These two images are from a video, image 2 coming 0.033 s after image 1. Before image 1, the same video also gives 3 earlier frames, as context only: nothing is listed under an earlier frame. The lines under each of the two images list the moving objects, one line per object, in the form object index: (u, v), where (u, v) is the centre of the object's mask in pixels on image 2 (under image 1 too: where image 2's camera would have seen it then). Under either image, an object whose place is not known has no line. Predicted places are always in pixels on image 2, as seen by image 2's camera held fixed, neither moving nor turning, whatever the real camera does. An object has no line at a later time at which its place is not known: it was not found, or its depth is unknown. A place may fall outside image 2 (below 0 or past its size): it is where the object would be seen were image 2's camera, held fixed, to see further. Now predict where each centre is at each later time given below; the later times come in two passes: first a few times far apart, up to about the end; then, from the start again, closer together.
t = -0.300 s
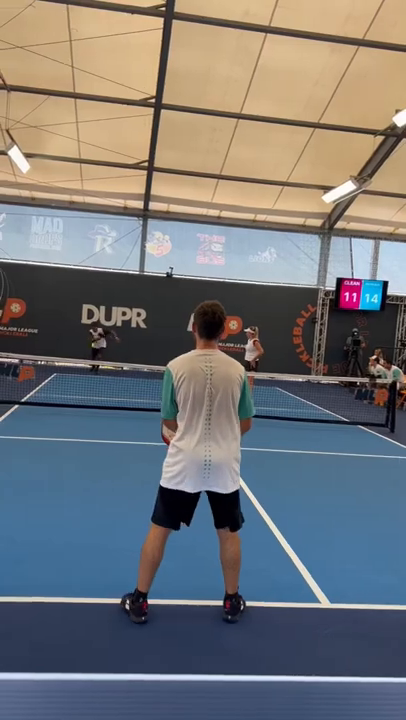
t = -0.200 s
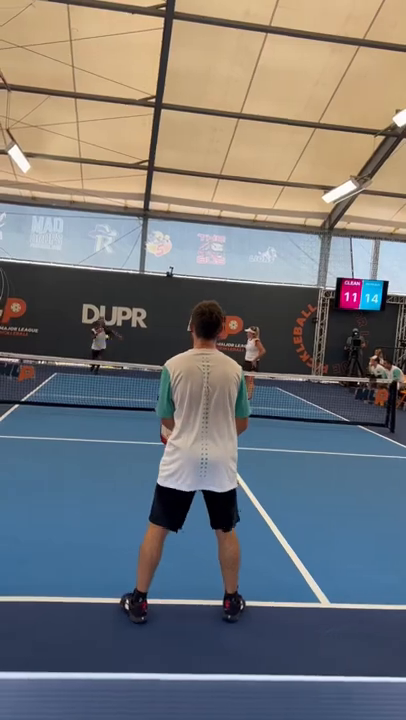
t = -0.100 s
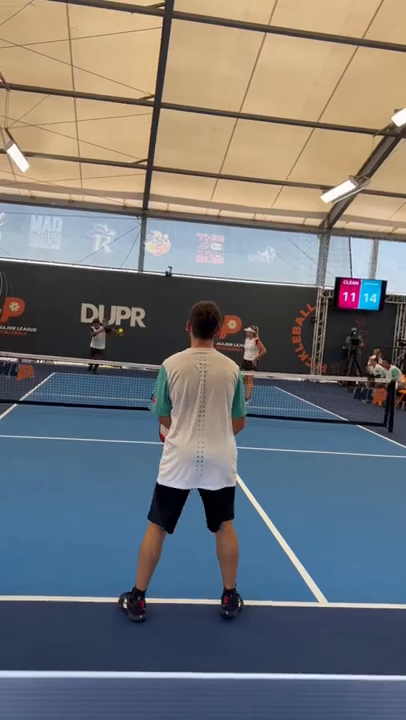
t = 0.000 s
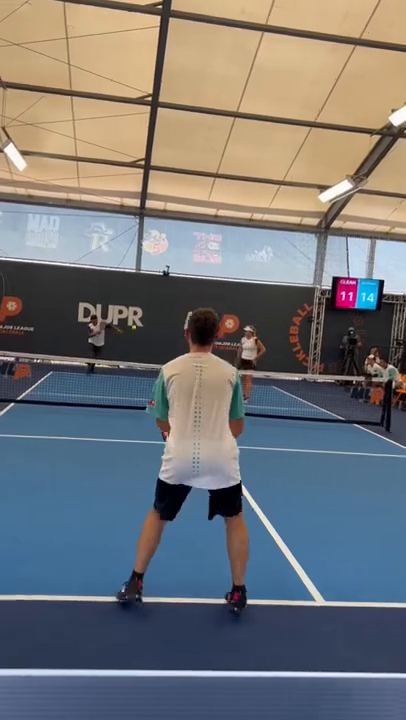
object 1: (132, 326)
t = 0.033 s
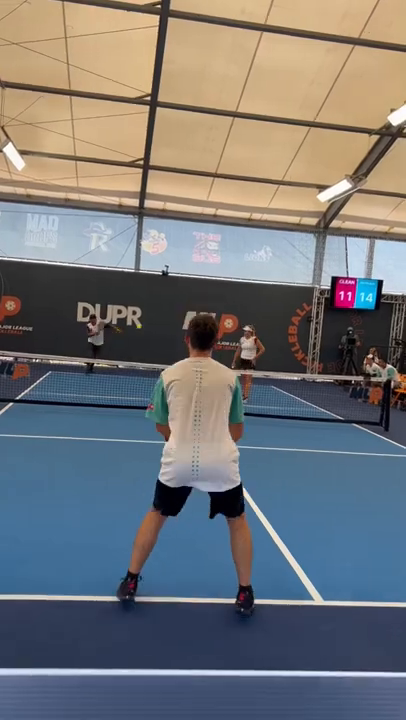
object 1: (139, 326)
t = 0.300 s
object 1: (193, 347)
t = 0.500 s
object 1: (249, 401)
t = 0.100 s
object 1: (150, 328)
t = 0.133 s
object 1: (156, 329)
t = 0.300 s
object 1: (193, 347)
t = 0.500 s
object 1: (249, 401)
